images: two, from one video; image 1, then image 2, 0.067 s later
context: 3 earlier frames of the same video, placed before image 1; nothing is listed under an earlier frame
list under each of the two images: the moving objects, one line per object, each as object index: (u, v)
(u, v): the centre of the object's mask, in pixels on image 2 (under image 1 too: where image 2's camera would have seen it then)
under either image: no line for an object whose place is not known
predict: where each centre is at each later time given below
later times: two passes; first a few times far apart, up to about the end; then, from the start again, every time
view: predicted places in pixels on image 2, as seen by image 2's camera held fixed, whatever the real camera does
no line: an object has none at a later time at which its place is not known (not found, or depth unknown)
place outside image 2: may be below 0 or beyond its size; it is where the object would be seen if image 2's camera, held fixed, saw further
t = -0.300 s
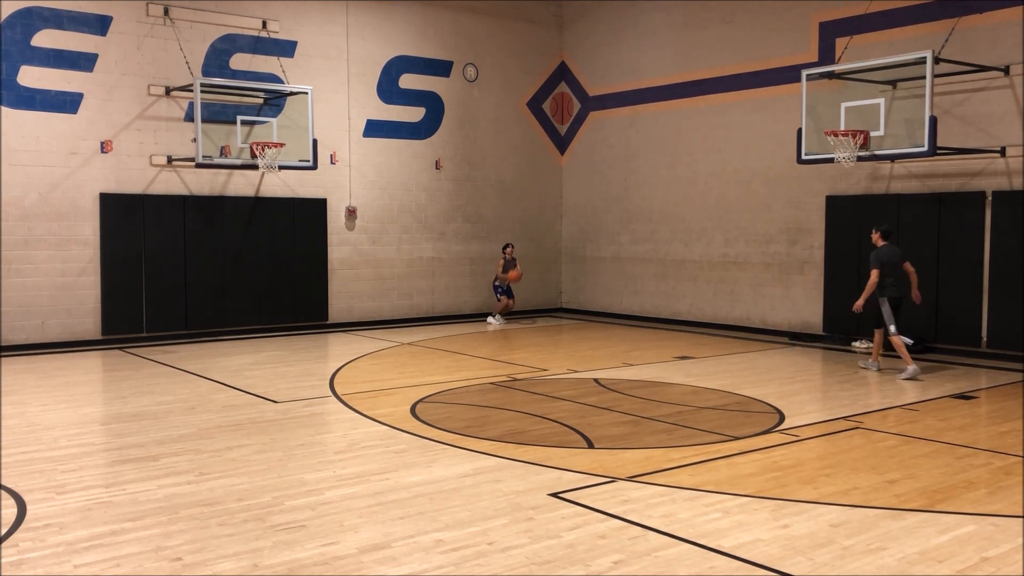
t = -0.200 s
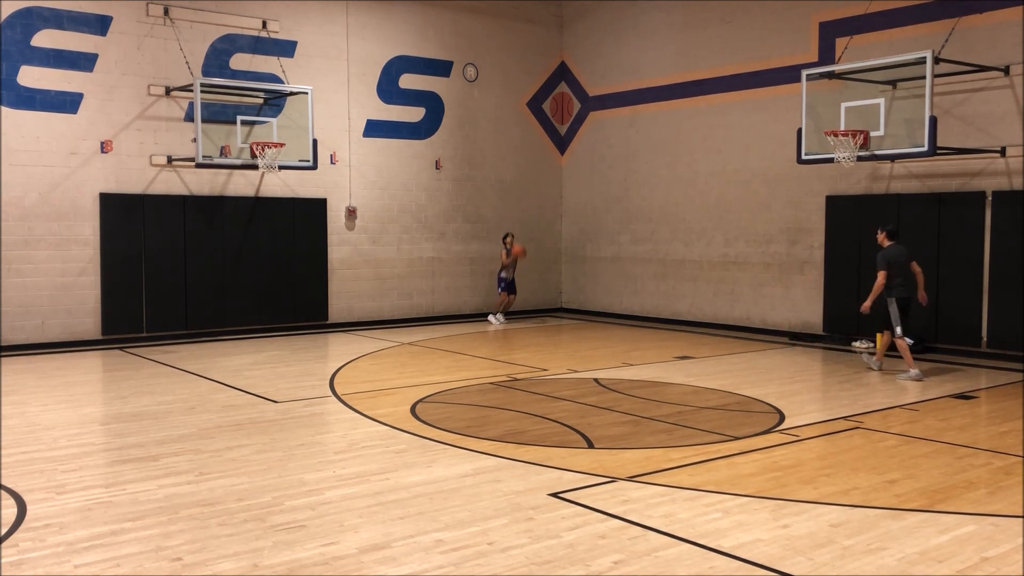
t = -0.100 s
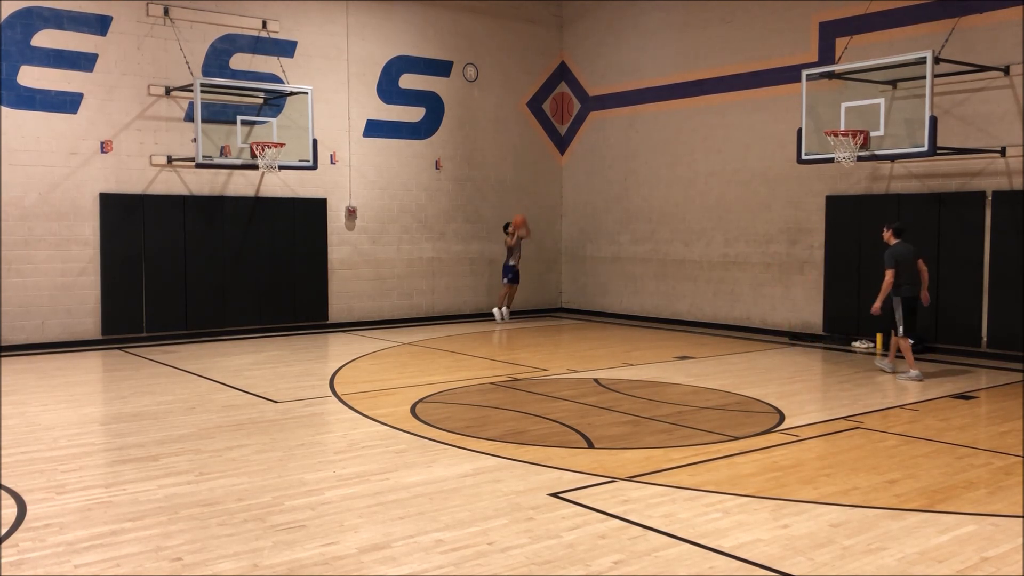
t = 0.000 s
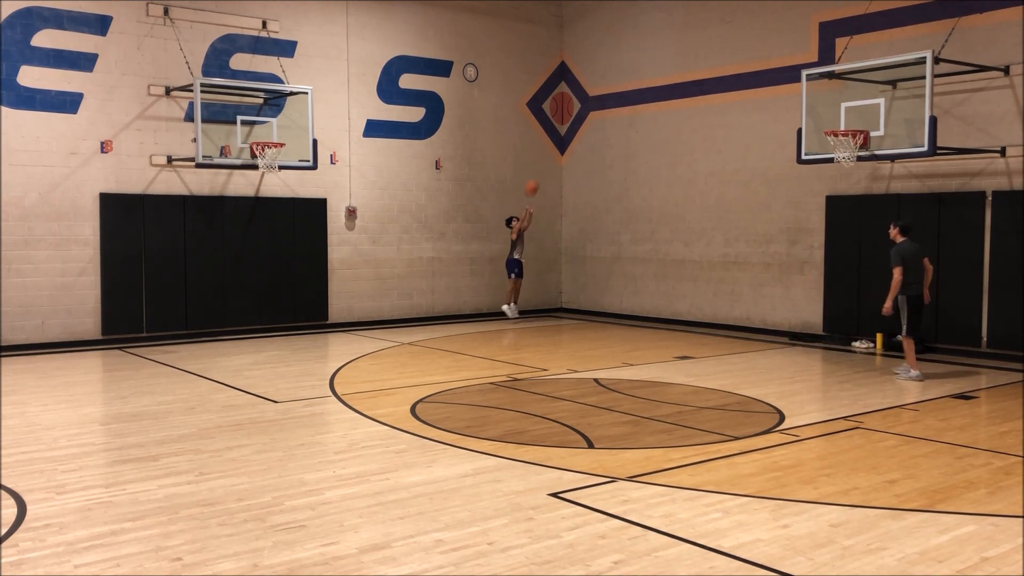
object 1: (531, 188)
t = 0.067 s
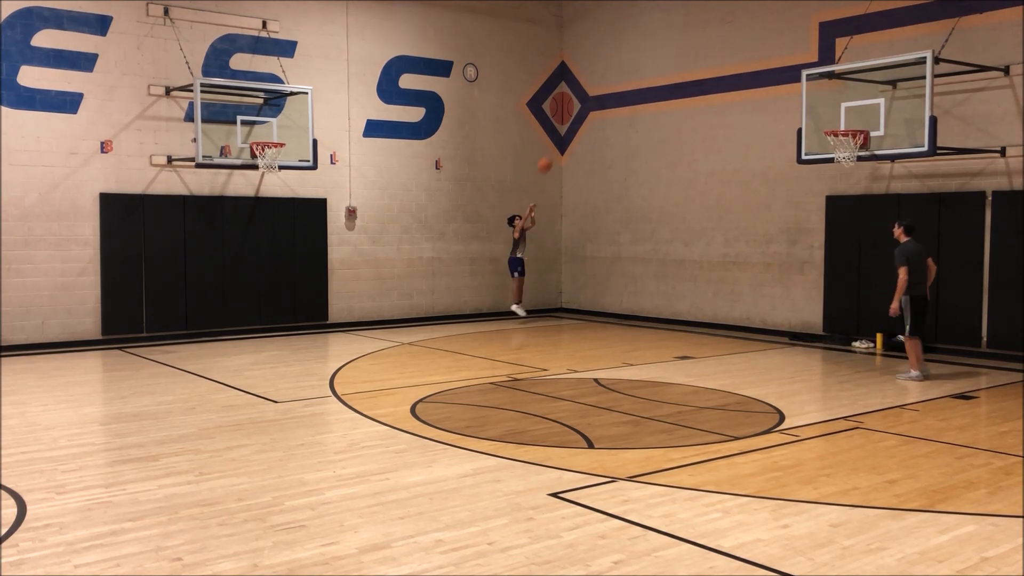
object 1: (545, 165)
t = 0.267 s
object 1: (587, 106)
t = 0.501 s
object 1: (641, 60)
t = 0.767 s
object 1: (711, 46)
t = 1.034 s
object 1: (789, 79)
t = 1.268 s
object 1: (854, 149)
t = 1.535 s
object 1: (841, 175)
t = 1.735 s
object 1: (829, 223)
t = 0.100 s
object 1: (551, 154)
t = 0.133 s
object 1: (558, 143)
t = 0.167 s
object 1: (565, 134)
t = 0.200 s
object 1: (573, 124)
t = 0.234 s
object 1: (579, 115)
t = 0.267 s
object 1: (587, 106)
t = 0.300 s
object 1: (594, 99)
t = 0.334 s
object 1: (603, 90)
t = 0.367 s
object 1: (610, 83)
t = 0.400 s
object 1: (618, 77)
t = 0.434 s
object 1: (626, 71)
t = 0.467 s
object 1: (633, 65)
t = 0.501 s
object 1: (641, 60)
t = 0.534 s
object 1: (649, 56)
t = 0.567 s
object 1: (657, 53)
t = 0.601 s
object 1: (666, 50)
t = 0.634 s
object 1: (675, 47)
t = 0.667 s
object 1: (683, 46)
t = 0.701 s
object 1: (693, 45)
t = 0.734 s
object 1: (701, 45)
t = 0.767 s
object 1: (711, 46)
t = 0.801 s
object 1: (720, 47)
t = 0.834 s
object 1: (730, 49)
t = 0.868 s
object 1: (739, 52)
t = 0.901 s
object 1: (749, 56)
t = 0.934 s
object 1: (759, 60)
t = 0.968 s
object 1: (769, 66)
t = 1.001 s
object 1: (780, 74)
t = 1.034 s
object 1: (789, 79)
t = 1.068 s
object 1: (801, 88)
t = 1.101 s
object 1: (813, 98)
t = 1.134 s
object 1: (823, 108)
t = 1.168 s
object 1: (833, 119)
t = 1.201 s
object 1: (845, 130)
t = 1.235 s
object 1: (854, 144)
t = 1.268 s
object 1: (854, 149)
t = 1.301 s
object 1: (854, 151)
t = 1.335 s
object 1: (852, 157)
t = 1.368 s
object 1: (850, 158)
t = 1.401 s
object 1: (849, 160)
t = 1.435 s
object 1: (847, 162)
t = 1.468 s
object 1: (845, 166)
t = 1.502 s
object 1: (843, 170)
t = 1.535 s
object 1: (841, 175)
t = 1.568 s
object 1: (838, 181)
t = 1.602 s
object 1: (837, 188)
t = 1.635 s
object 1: (835, 196)
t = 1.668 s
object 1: (833, 205)
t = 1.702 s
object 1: (831, 213)
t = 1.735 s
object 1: (829, 223)
